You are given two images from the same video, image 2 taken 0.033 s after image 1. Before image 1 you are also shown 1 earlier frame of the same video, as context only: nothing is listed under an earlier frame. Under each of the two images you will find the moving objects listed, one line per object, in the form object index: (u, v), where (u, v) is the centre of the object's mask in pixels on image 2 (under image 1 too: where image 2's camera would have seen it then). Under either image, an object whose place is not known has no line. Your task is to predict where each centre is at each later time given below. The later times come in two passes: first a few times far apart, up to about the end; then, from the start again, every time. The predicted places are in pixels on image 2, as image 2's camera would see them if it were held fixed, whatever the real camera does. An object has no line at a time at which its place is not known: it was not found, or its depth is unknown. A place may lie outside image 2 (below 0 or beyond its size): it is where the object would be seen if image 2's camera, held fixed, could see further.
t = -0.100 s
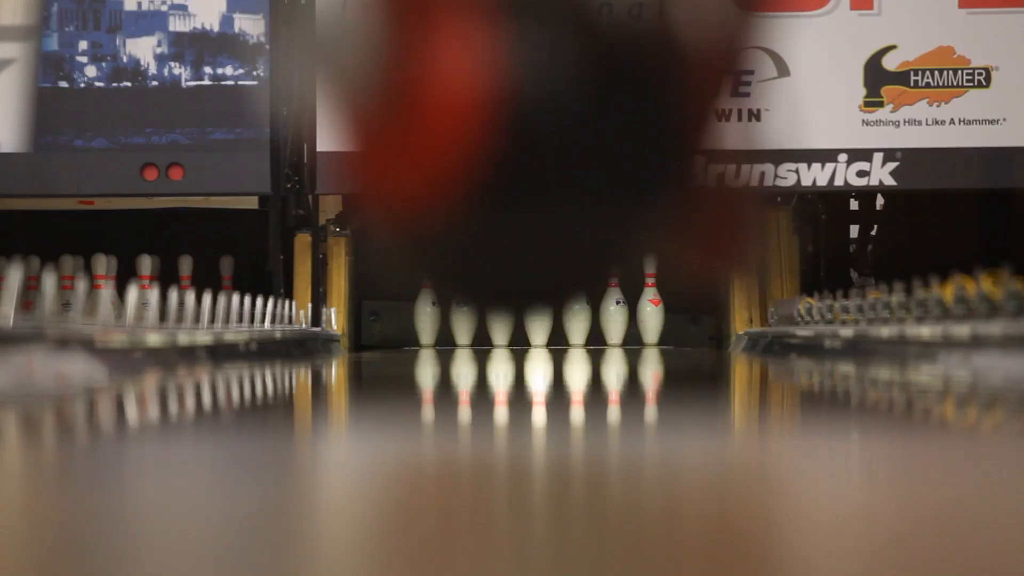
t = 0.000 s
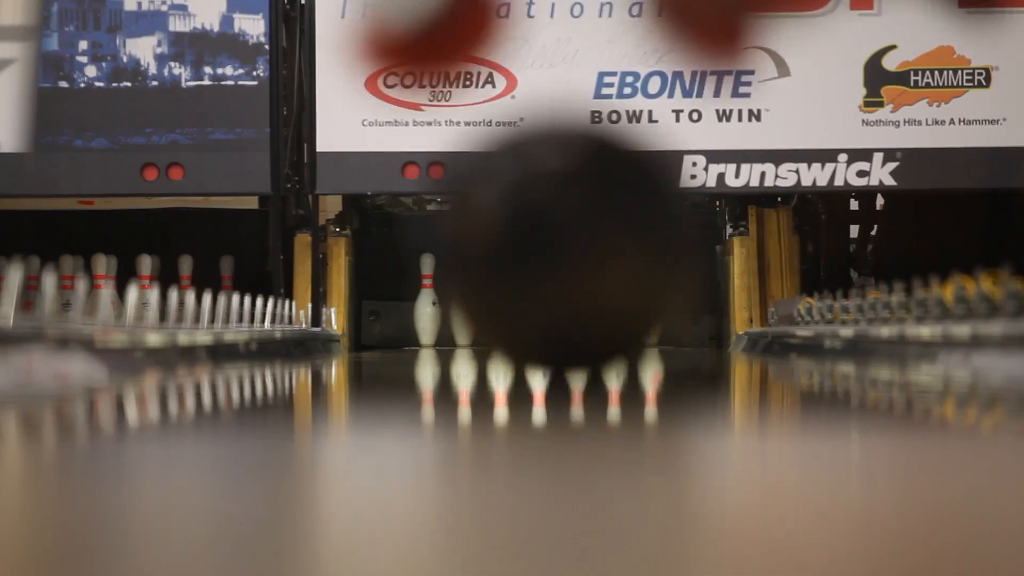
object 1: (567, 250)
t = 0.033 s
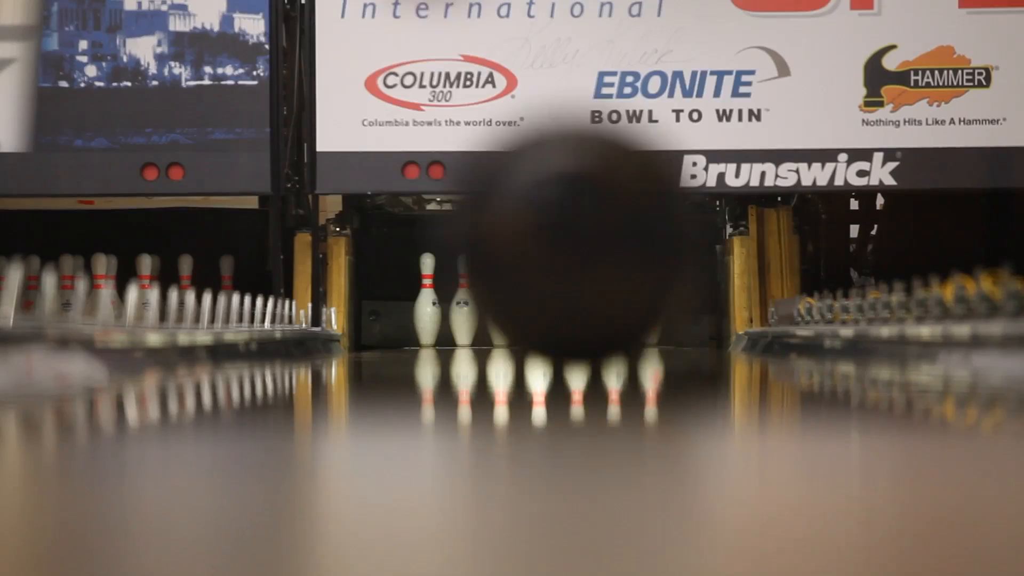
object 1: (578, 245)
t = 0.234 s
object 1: (625, 270)
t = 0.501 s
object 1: (654, 285)
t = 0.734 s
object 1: (668, 295)
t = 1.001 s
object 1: (670, 304)
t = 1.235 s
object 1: (669, 308)
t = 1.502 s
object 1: (660, 311)
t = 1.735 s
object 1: (644, 313)
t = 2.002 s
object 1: (605, 316)
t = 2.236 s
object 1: (563, 318)
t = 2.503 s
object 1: (536, 318)
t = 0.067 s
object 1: (588, 253)
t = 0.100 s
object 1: (596, 257)
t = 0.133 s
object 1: (606, 262)
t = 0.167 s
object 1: (610, 263)
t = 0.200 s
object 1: (619, 265)
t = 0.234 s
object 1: (625, 270)
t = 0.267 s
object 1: (629, 276)
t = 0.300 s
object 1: (631, 277)
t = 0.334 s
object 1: (638, 280)
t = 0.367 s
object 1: (646, 282)
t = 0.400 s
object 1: (649, 285)
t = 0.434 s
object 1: (651, 284)
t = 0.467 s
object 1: (652, 284)
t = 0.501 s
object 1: (654, 285)
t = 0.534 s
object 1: (656, 286)
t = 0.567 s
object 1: (655, 288)
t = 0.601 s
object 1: (661, 291)
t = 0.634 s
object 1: (663, 292)
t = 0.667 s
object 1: (665, 292)
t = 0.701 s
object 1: (666, 294)
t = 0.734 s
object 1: (668, 295)
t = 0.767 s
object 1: (669, 296)
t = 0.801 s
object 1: (669, 297)
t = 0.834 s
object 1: (669, 299)
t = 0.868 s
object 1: (671, 300)
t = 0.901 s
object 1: (670, 301)
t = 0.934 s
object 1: (669, 302)
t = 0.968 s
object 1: (670, 304)
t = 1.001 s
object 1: (670, 304)
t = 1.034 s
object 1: (670, 305)
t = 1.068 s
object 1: (670, 306)
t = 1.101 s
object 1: (670, 306)
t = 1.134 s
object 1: (669, 307)
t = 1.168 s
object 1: (669, 307)
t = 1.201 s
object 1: (669, 308)
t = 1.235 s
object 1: (669, 308)
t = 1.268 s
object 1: (668, 309)
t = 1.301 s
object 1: (668, 310)
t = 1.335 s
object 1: (667, 310)
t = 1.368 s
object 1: (666, 310)
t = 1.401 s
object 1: (665, 310)
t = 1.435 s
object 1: (663, 311)
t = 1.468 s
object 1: (662, 311)
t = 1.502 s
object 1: (660, 311)
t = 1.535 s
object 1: (659, 311)
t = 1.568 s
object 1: (657, 311)
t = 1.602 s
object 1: (655, 311)
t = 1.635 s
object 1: (653, 312)
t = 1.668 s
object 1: (650, 312)
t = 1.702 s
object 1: (647, 313)
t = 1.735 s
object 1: (644, 313)
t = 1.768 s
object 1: (641, 313)
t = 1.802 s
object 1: (636, 314)
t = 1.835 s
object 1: (632, 314)
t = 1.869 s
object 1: (628, 315)
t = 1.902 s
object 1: (623, 315)
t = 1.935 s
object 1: (617, 316)
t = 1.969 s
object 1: (612, 316)
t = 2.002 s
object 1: (605, 316)
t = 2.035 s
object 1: (600, 317)
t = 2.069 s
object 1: (593, 317)
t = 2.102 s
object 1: (586, 317)
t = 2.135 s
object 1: (581, 318)
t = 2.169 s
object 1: (574, 318)
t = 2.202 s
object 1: (569, 318)
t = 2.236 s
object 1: (563, 318)
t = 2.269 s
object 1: (557, 318)
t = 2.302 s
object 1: (551, 318)
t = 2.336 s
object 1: (546, 318)
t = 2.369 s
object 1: (541, 318)
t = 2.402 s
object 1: (537, 318)
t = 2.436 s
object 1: (534, 318)
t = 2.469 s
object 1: (535, 319)
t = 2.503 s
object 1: (536, 318)
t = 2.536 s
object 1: (536, 318)
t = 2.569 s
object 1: (537, 319)
